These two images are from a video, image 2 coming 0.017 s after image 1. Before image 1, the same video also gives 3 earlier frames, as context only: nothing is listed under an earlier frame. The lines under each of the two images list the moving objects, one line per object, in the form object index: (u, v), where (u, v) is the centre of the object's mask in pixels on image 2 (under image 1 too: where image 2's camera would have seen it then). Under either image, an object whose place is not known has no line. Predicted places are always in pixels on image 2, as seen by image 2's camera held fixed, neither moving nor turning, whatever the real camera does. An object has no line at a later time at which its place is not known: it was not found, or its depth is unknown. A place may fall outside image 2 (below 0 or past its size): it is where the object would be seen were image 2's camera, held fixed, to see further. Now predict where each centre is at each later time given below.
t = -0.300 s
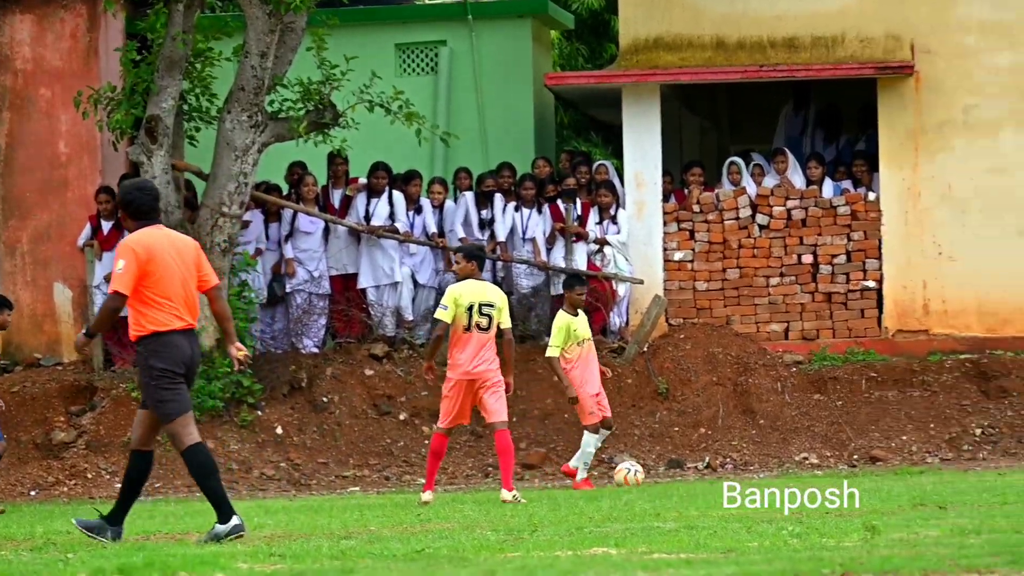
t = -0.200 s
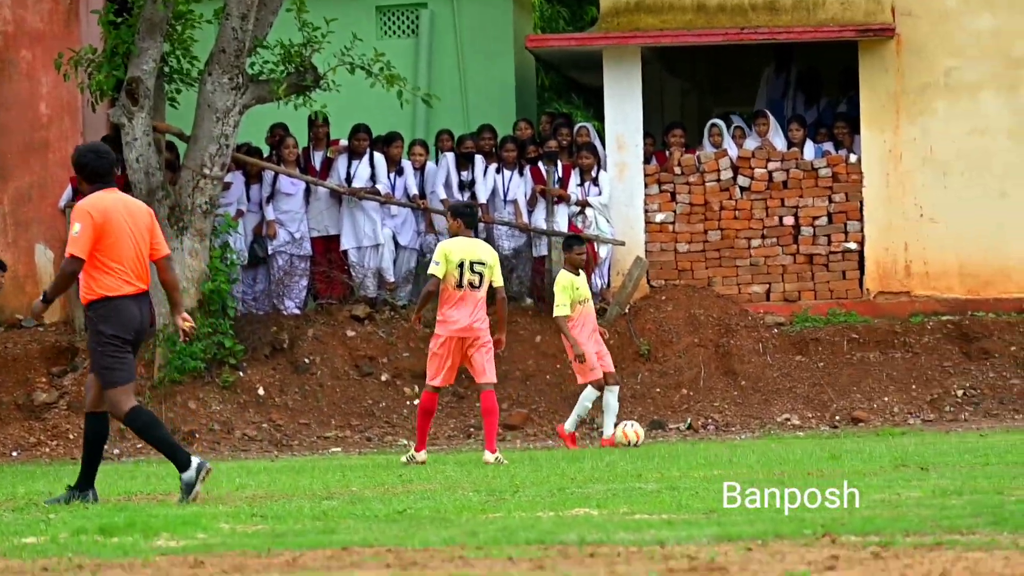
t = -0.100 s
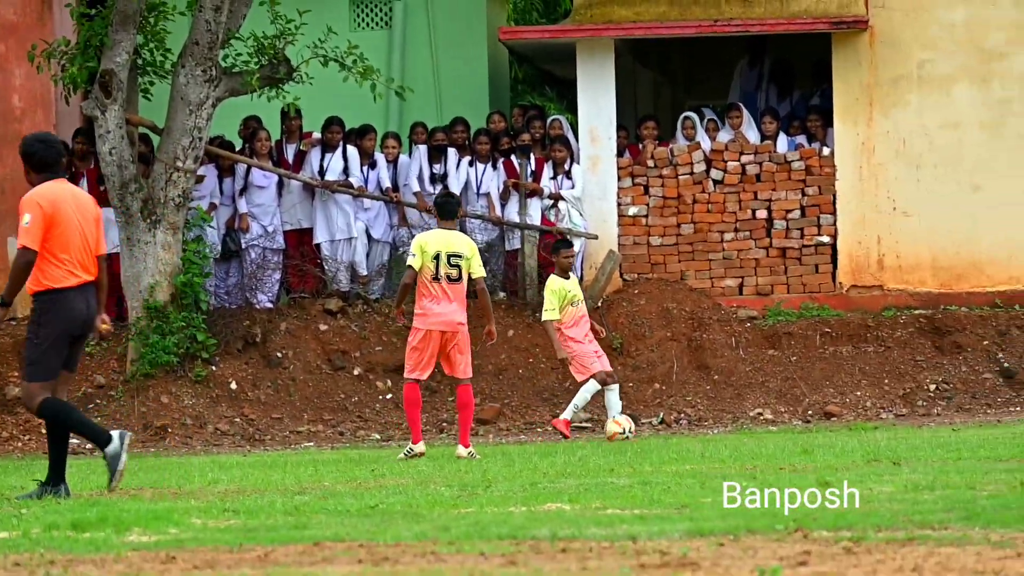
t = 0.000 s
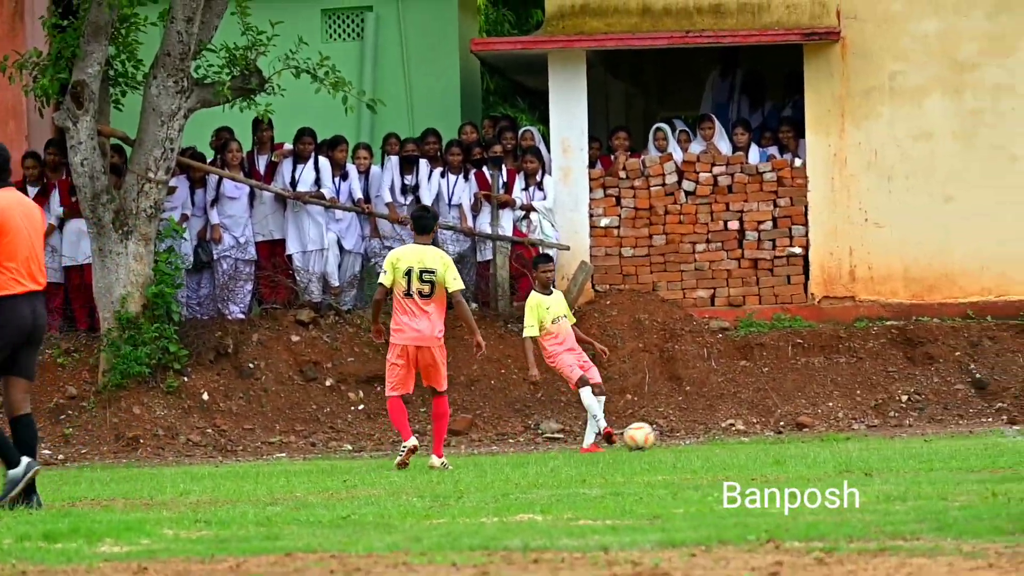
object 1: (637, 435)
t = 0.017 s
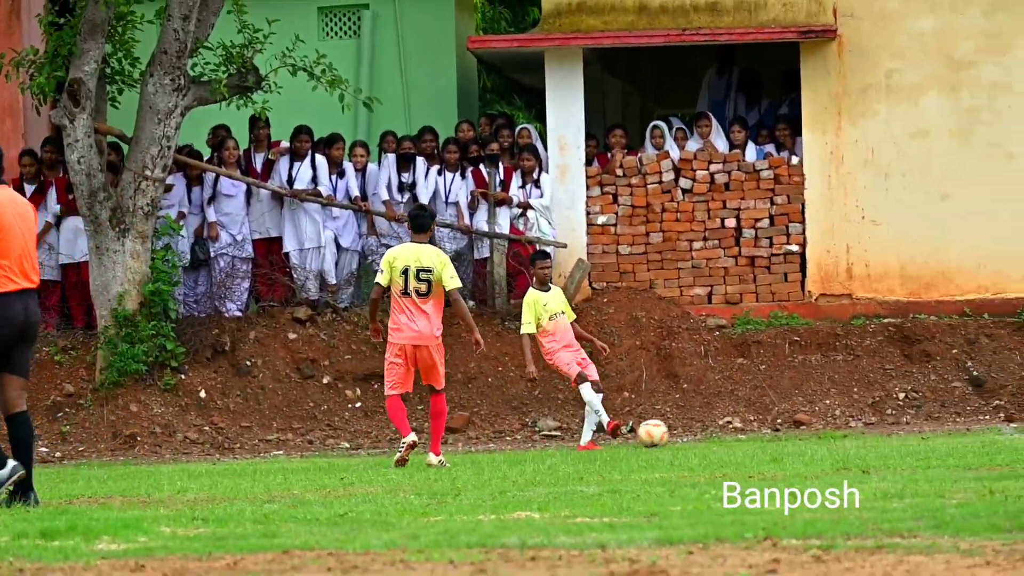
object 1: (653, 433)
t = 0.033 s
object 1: (667, 433)
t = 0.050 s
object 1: (683, 432)
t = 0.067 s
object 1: (698, 433)
